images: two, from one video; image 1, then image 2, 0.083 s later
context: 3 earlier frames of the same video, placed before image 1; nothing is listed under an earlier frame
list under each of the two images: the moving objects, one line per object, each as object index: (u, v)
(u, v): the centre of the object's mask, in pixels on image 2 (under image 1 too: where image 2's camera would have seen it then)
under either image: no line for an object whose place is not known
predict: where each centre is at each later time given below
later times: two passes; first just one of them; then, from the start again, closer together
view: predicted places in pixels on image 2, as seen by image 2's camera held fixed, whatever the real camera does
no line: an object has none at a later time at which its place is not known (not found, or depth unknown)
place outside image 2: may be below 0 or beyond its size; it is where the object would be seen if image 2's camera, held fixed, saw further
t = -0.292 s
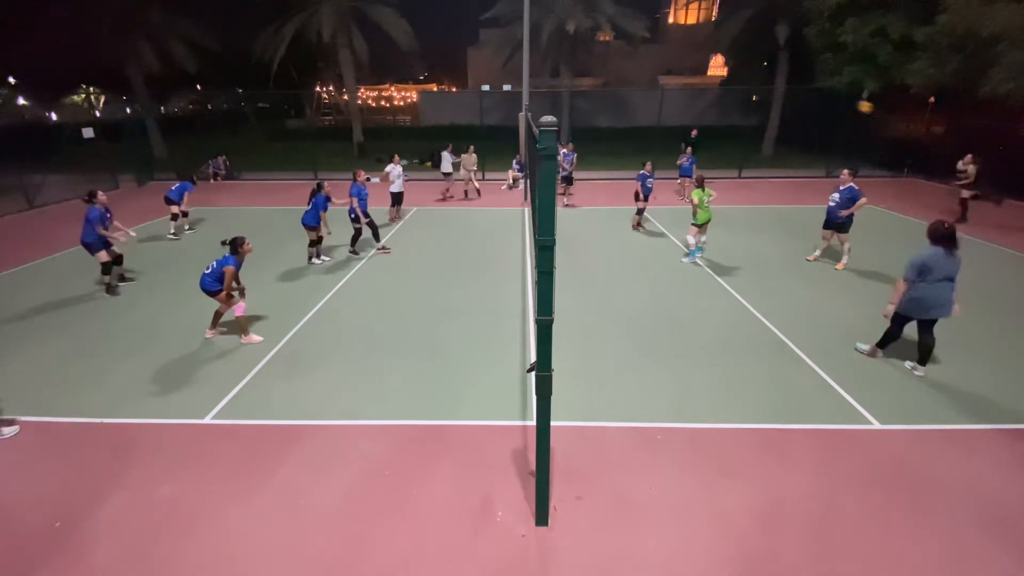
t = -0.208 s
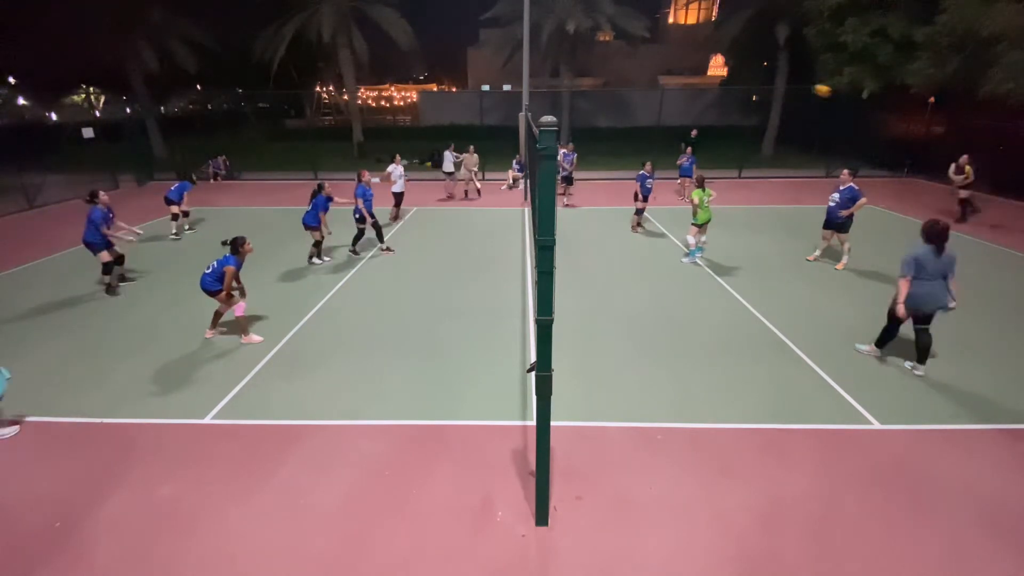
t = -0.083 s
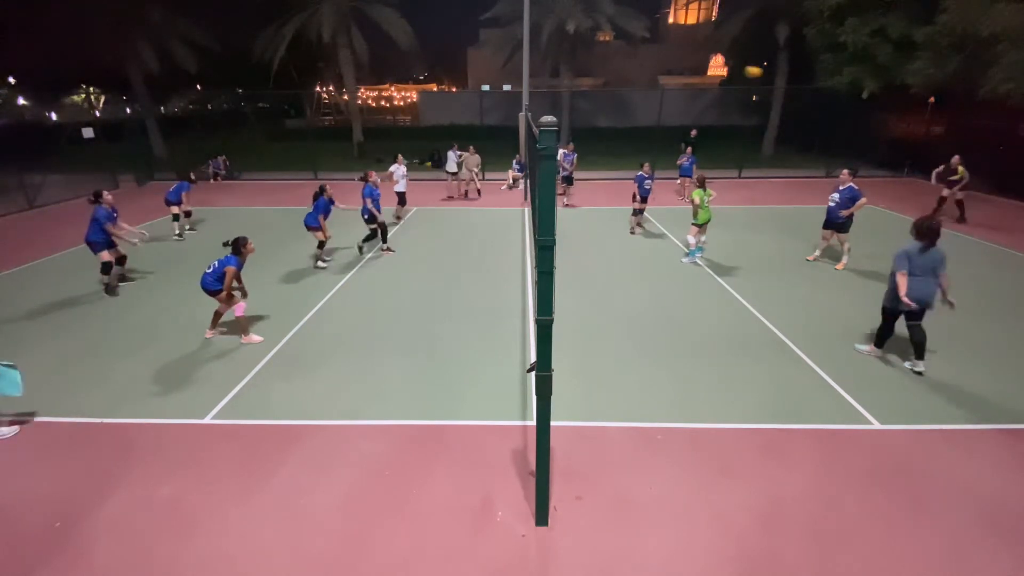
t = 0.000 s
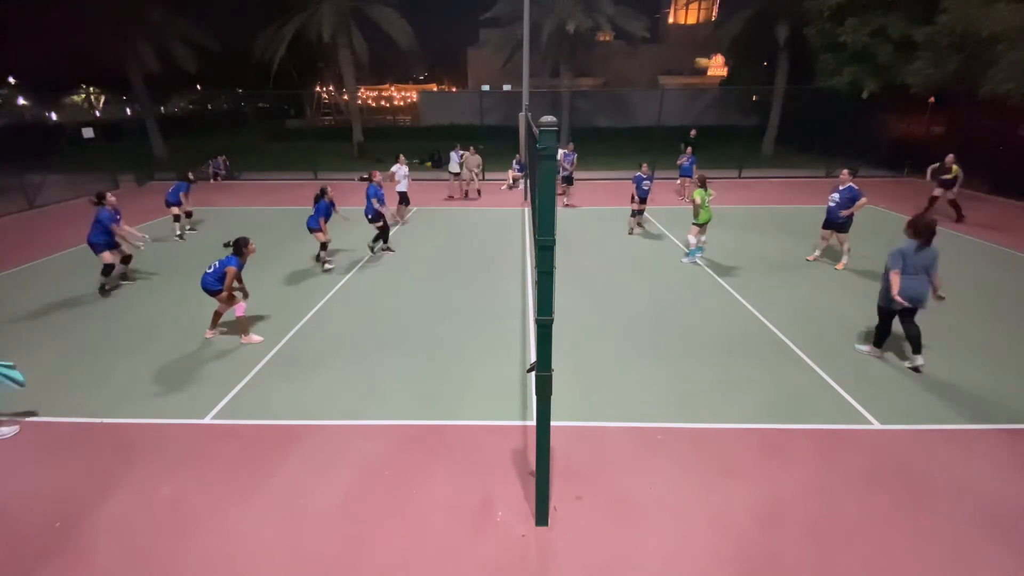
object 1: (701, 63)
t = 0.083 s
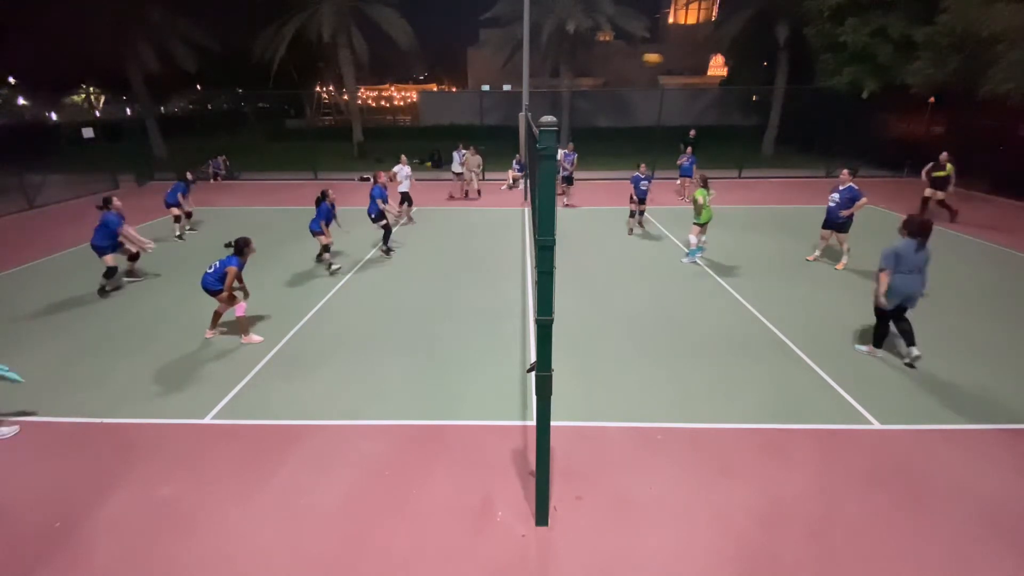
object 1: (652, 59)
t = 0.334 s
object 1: (493, 71)
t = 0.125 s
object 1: (626, 58)
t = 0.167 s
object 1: (599, 59)
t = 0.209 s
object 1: (573, 61)
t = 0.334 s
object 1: (493, 71)
